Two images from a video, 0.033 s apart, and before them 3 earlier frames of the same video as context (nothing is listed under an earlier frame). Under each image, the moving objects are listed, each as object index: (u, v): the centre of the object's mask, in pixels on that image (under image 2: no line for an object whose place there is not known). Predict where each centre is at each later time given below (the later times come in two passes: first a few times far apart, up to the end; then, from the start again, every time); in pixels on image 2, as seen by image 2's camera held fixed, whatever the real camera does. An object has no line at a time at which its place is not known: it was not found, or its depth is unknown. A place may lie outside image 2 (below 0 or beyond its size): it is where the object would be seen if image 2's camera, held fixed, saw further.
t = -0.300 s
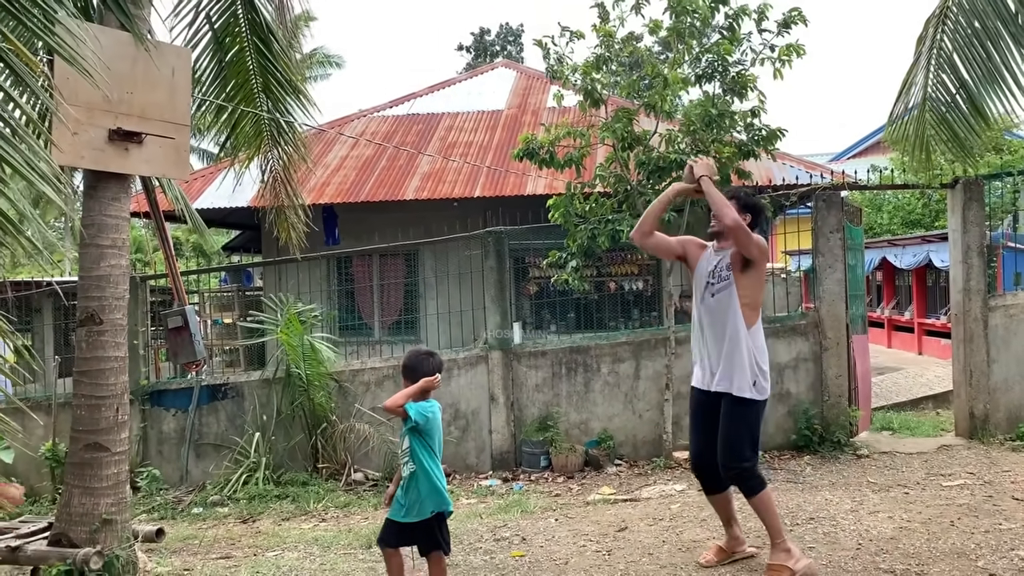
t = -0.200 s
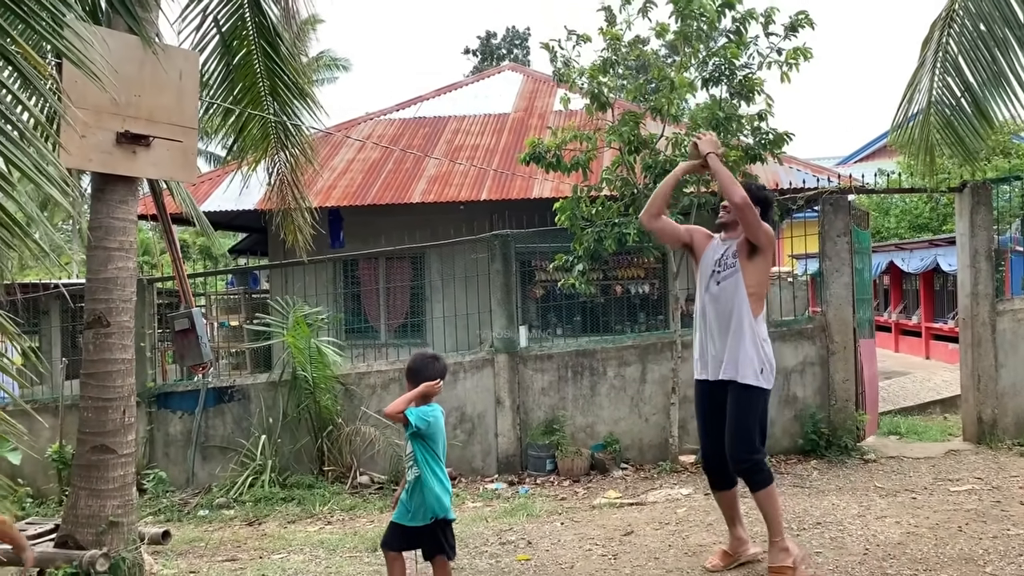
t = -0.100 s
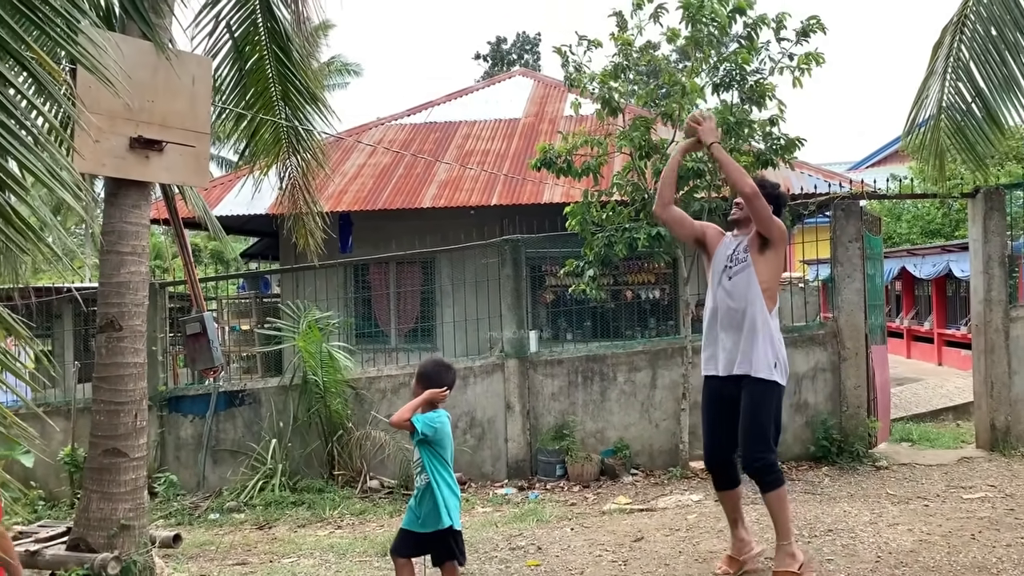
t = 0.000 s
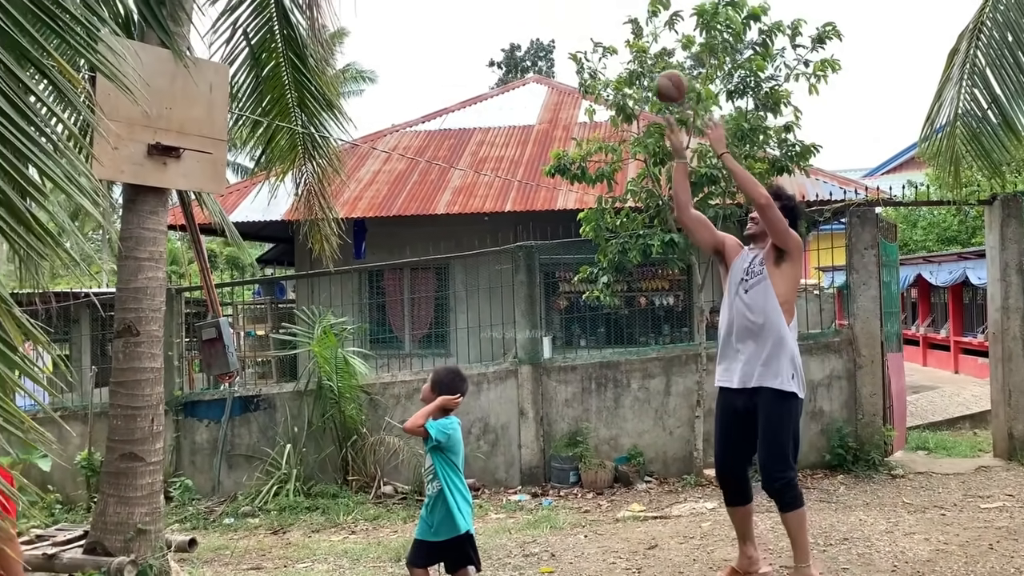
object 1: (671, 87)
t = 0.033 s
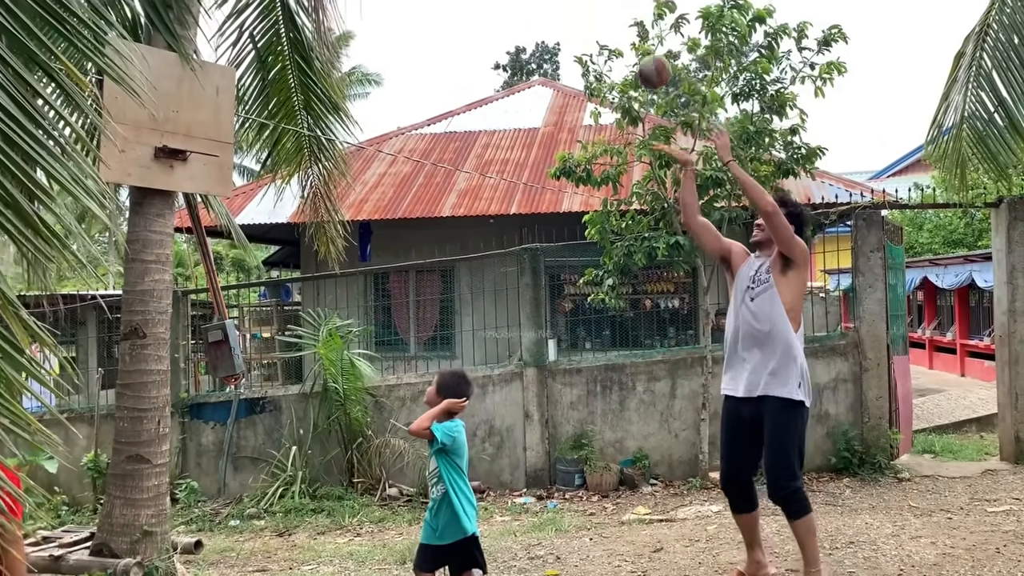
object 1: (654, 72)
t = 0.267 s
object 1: (498, 6)
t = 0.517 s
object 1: (326, 46)
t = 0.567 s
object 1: (293, 69)
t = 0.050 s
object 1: (643, 65)
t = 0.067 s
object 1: (632, 57)
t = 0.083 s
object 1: (621, 49)
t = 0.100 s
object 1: (610, 43)
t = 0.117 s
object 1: (599, 37)
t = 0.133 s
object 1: (587, 32)
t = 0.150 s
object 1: (576, 27)
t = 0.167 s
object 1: (565, 22)
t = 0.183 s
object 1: (554, 19)
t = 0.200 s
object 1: (543, 15)
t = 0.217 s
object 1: (532, 12)
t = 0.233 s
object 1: (521, 10)
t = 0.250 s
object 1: (509, 8)
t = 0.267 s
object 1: (498, 6)
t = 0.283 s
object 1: (487, 5)
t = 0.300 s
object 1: (476, 5)
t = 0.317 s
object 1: (465, 5)
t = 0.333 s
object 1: (454, 6)
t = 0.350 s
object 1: (442, 7)
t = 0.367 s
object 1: (431, 8)
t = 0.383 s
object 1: (419, 10)
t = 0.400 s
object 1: (408, 13)
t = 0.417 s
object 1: (396, 16)
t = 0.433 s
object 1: (385, 20)
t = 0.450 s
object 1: (373, 24)
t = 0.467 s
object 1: (361, 29)
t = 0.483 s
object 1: (349, 34)
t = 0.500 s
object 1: (338, 40)
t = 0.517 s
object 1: (326, 46)
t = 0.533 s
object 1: (315, 53)
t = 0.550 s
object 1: (305, 61)
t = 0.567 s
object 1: (293, 69)
